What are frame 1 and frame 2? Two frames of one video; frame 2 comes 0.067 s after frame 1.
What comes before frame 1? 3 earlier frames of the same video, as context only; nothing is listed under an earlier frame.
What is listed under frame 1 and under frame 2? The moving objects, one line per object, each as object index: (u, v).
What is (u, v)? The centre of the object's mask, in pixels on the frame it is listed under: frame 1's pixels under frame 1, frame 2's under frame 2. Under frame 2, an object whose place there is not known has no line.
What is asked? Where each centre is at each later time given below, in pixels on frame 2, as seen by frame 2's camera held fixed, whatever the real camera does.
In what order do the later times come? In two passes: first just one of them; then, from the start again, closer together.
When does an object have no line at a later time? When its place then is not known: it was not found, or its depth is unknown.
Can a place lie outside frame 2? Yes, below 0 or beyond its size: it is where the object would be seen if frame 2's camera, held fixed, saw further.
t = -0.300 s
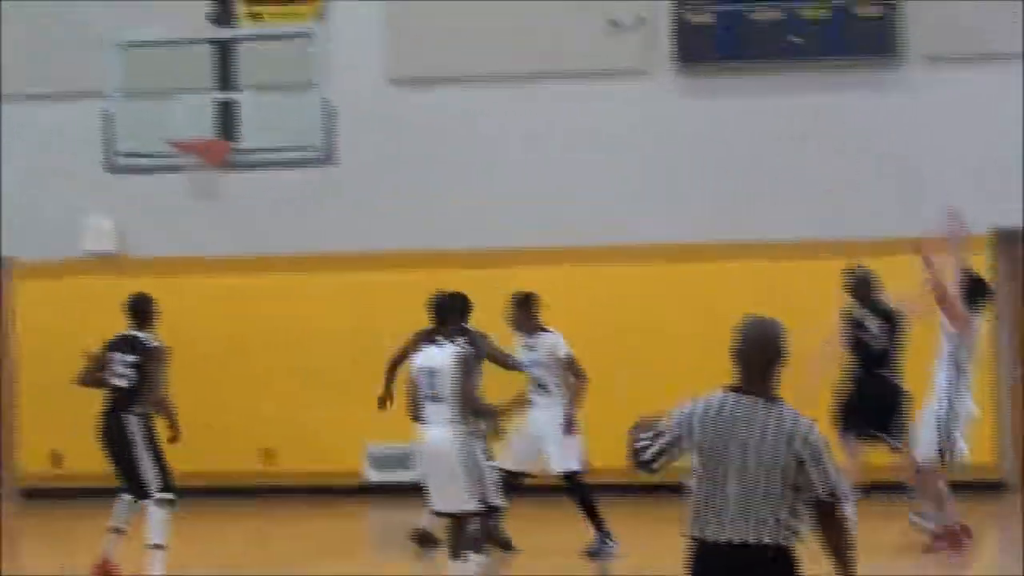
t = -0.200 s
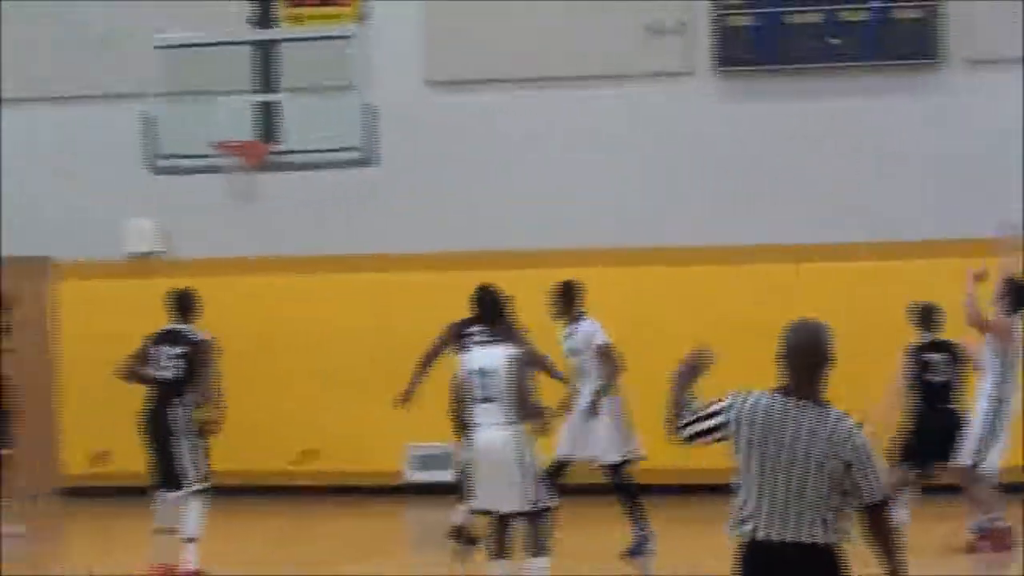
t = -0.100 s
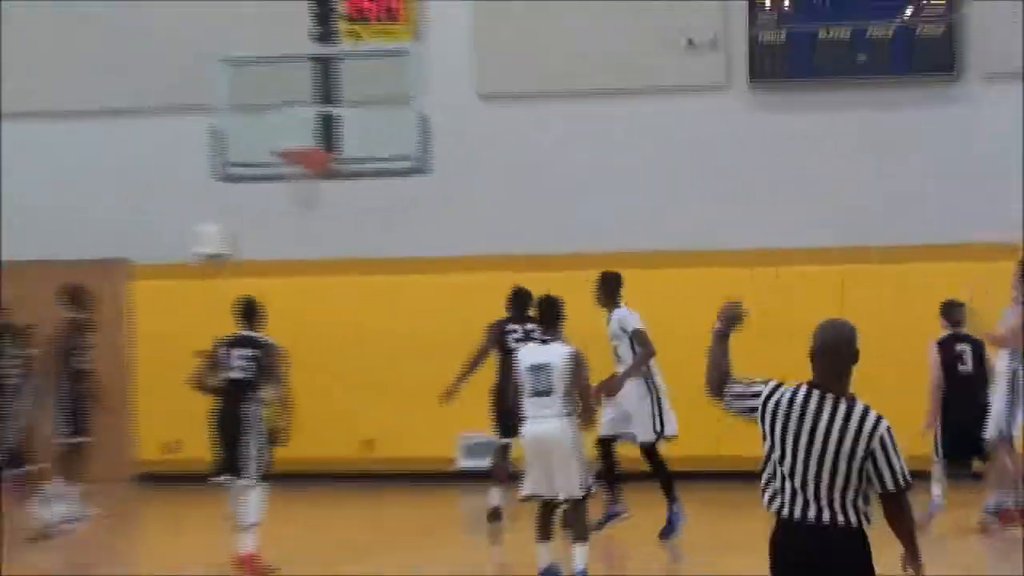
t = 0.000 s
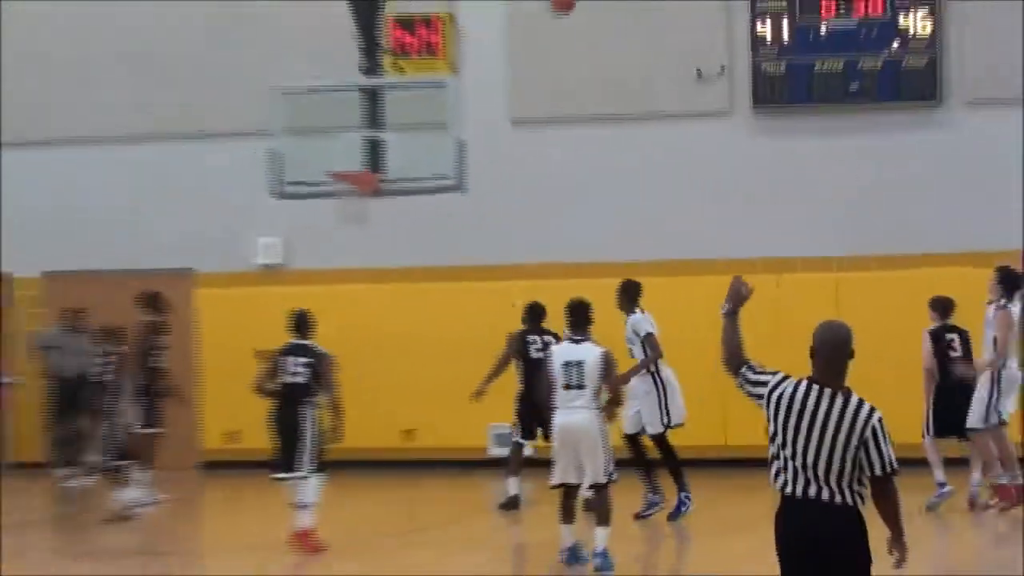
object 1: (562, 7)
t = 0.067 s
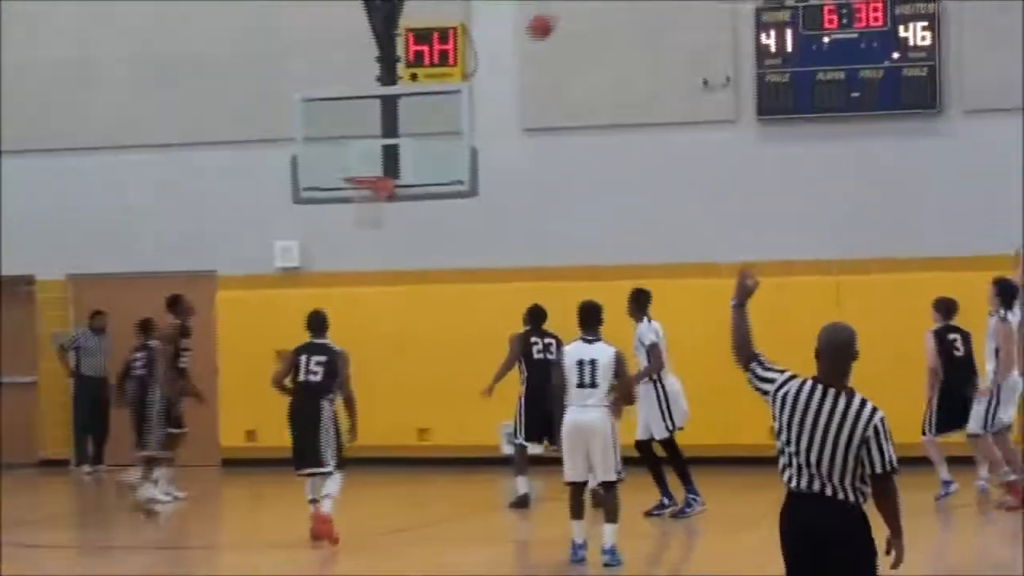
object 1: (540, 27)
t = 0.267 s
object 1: (450, 93)
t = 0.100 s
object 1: (524, 35)
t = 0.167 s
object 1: (494, 53)
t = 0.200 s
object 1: (482, 65)
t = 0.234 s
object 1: (465, 76)
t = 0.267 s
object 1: (450, 93)
